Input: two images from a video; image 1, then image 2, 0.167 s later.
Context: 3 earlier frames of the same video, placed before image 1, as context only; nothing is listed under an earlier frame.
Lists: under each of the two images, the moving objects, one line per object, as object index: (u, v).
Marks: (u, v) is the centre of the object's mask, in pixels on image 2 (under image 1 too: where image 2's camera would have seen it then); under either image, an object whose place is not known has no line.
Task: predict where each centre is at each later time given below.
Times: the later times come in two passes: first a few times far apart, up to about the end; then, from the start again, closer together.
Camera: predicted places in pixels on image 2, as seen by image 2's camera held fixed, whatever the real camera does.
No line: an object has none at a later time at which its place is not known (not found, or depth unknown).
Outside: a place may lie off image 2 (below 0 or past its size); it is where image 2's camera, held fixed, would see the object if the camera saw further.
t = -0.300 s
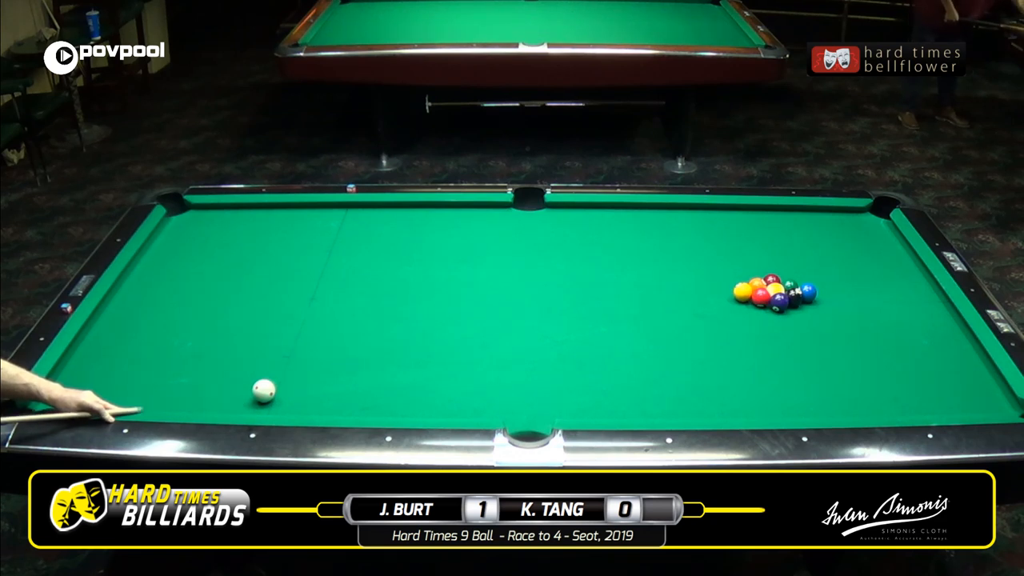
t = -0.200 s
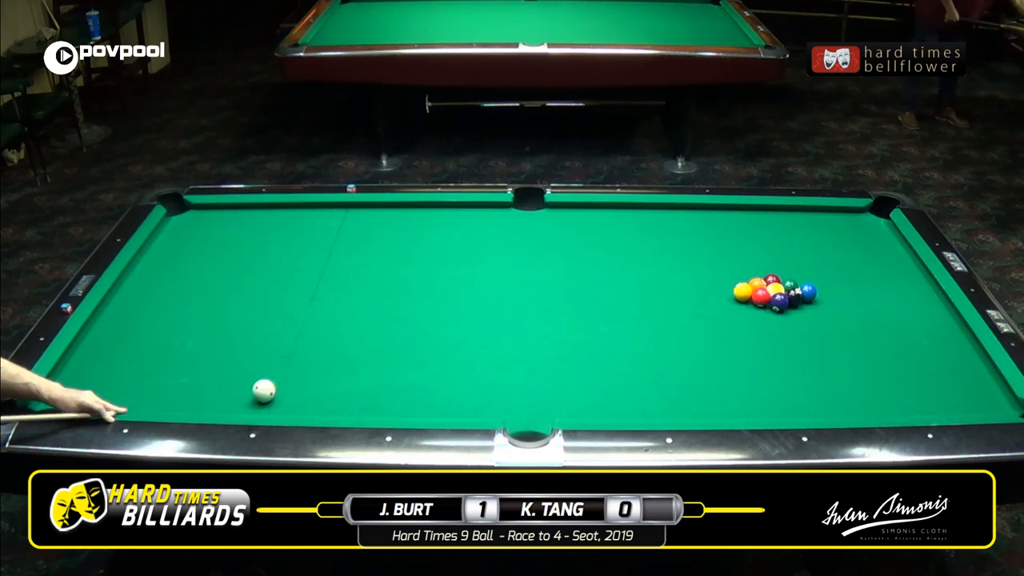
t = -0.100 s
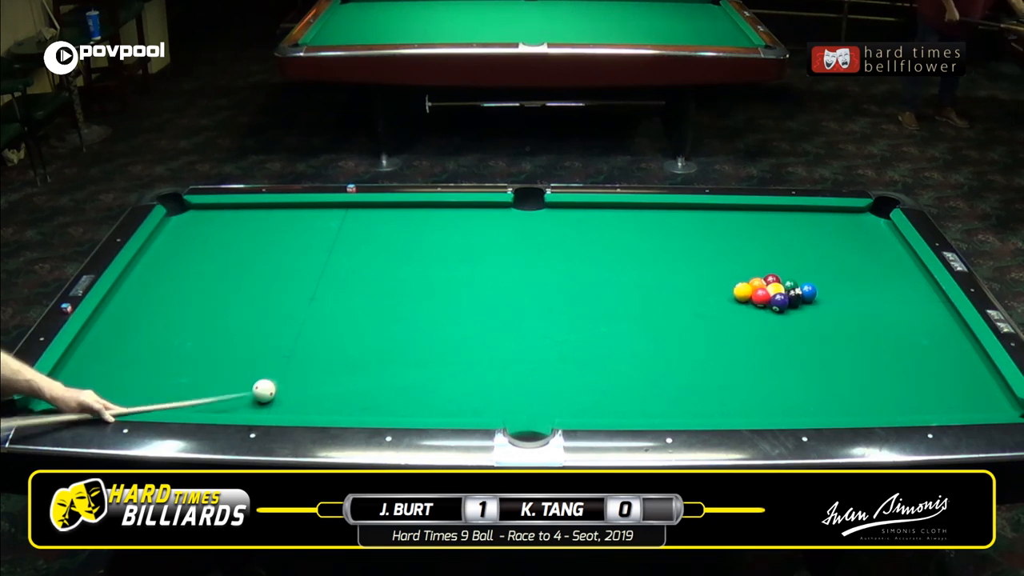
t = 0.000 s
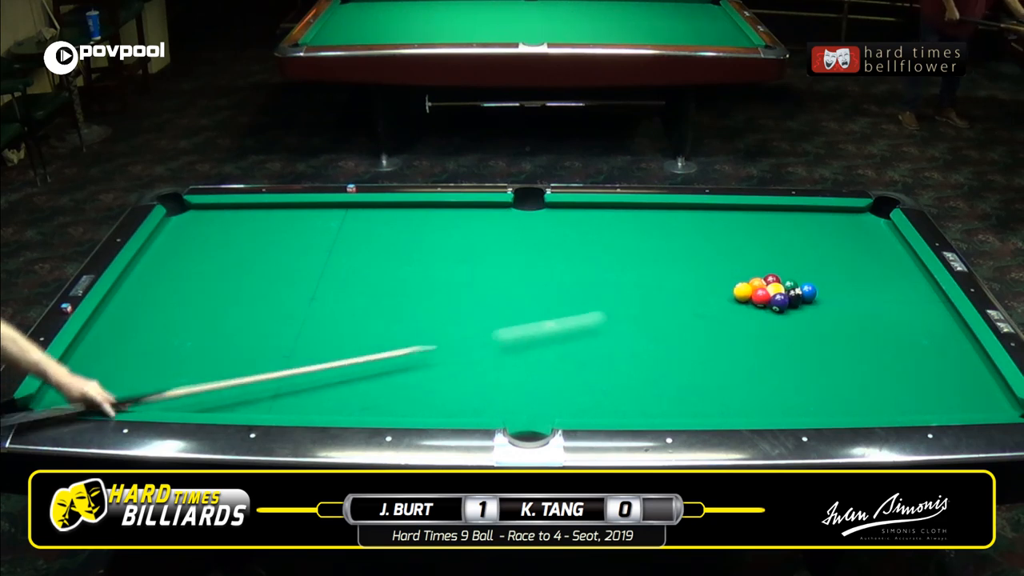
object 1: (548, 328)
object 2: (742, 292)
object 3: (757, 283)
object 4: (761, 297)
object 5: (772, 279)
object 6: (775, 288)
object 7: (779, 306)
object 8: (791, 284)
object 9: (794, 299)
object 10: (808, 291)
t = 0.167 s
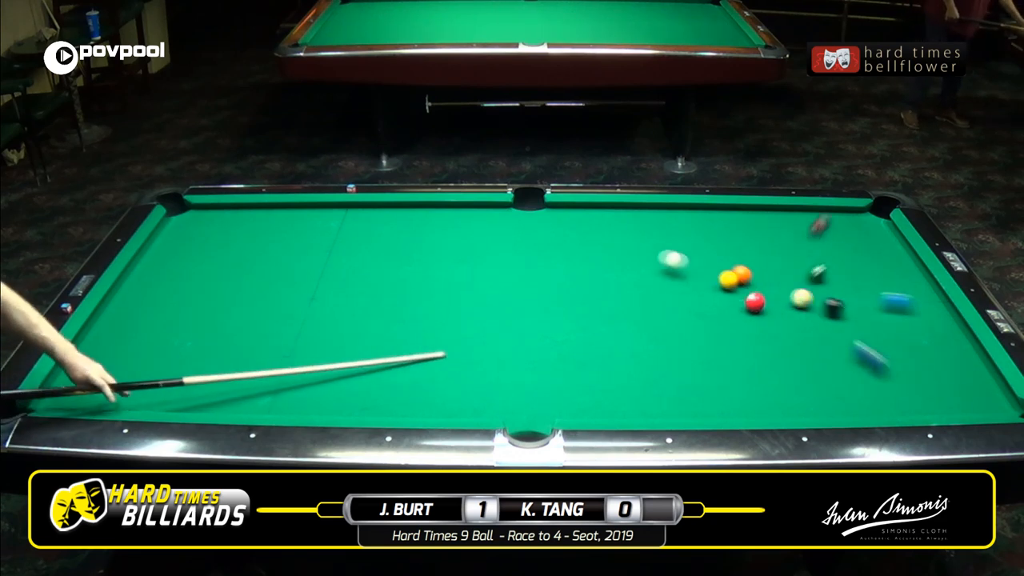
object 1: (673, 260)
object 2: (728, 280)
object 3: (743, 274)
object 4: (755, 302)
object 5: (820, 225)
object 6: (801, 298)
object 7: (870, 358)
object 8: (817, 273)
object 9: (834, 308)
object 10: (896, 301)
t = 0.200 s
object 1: (656, 256)
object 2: (724, 277)
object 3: (737, 271)
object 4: (753, 304)
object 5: (831, 212)
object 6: (809, 300)
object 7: (899, 377)
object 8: (823, 271)
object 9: (844, 310)
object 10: (922, 305)
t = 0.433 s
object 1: (572, 214)
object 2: (692, 256)
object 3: (707, 251)
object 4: (738, 316)
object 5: (921, 278)
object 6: (856, 313)
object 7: (956, 362)
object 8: (866, 247)
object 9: (919, 330)
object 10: (880, 315)
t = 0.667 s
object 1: (526, 221)
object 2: (663, 238)
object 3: (679, 233)
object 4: (724, 328)
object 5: (886, 313)
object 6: (799, 322)
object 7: (963, 357)
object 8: (880, 228)
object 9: (950, 325)
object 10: (904, 327)
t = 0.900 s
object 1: (483, 242)
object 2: (637, 221)
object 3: (654, 216)
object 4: (710, 339)
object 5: (808, 320)
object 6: (756, 332)
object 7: (964, 400)
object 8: (842, 214)
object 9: (939, 311)
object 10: (918, 338)
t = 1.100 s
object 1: (443, 262)
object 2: (616, 208)
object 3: (638, 209)
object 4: (698, 349)
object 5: (739, 326)
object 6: (719, 341)
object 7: (955, 400)
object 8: (817, 213)
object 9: (918, 301)
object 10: (929, 347)
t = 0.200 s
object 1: (656, 256)
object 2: (724, 277)
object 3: (737, 271)
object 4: (753, 304)
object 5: (831, 212)
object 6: (809, 300)
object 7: (899, 377)
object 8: (823, 271)
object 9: (844, 310)
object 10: (922, 305)
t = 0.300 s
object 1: (615, 236)
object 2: (710, 268)
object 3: (725, 262)
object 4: (747, 309)
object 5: (877, 238)
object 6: (831, 306)
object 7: (956, 400)
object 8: (842, 261)
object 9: (876, 319)
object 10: (925, 310)
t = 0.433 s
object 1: (572, 214)
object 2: (692, 256)
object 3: (707, 251)
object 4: (738, 316)
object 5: (921, 278)
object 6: (856, 313)
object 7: (956, 362)
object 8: (866, 247)
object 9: (919, 330)
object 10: (880, 315)
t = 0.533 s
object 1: (550, 209)
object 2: (679, 248)
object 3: (695, 243)
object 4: (732, 321)
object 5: (924, 305)
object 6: (826, 317)
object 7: (968, 344)
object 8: (882, 238)
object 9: (938, 331)
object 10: (894, 319)
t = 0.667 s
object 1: (526, 221)
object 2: (663, 238)
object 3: (679, 233)
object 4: (724, 328)
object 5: (886, 313)
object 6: (799, 322)
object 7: (963, 357)
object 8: (880, 228)
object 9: (950, 325)
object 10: (904, 327)
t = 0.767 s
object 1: (508, 230)
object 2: (651, 231)
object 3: (668, 226)
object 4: (718, 332)
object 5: (851, 314)
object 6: (780, 326)
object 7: (965, 377)
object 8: (863, 223)
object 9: (954, 319)
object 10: (910, 332)
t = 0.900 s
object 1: (483, 242)
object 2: (637, 221)
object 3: (654, 216)
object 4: (710, 339)
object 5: (808, 320)
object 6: (756, 332)
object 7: (964, 400)
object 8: (842, 214)
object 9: (939, 311)
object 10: (918, 338)
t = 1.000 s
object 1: (463, 252)
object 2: (626, 215)
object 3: (644, 210)
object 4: (704, 344)
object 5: (774, 323)
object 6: (737, 336)
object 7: (961, 406)
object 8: (827, 211)
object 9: (928, 306)
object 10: (924, 342)
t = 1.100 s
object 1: (443, 262)
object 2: (616, 208)
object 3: (638, 209)
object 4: (698, 349)
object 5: (739, 326)
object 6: (719, 341)
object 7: (955, 400)
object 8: (817, 213)
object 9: (918, 301)
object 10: (929, 347)
